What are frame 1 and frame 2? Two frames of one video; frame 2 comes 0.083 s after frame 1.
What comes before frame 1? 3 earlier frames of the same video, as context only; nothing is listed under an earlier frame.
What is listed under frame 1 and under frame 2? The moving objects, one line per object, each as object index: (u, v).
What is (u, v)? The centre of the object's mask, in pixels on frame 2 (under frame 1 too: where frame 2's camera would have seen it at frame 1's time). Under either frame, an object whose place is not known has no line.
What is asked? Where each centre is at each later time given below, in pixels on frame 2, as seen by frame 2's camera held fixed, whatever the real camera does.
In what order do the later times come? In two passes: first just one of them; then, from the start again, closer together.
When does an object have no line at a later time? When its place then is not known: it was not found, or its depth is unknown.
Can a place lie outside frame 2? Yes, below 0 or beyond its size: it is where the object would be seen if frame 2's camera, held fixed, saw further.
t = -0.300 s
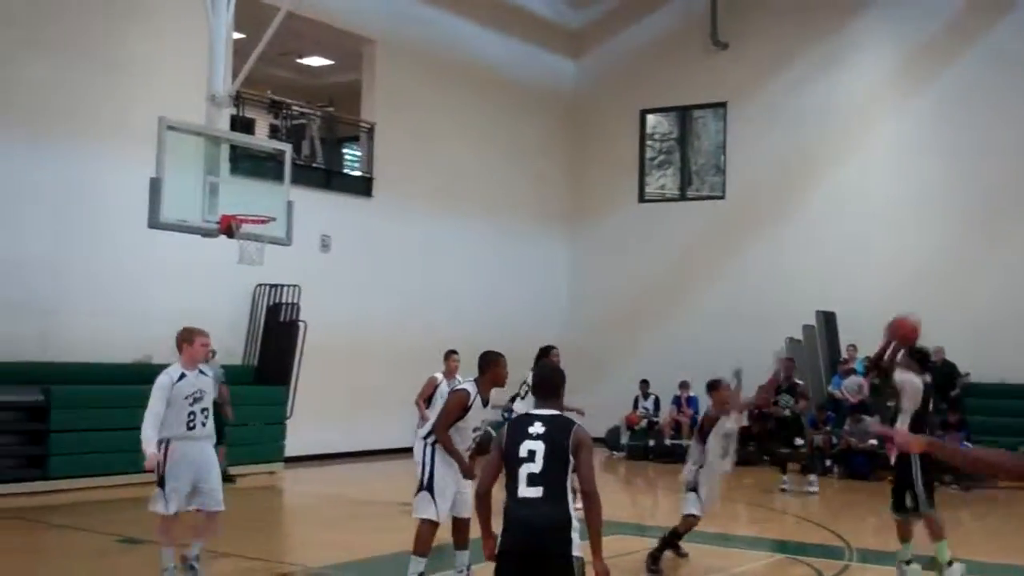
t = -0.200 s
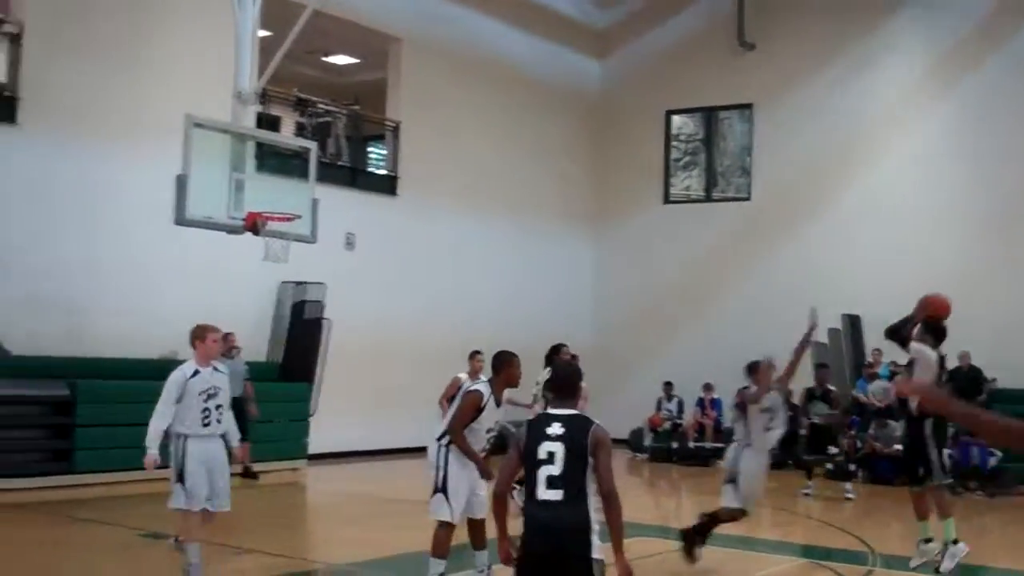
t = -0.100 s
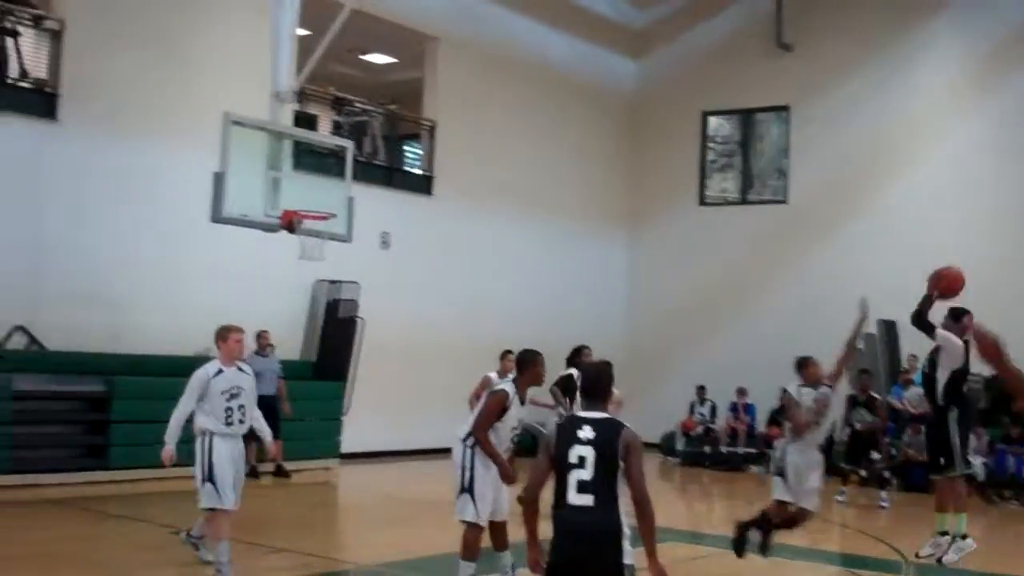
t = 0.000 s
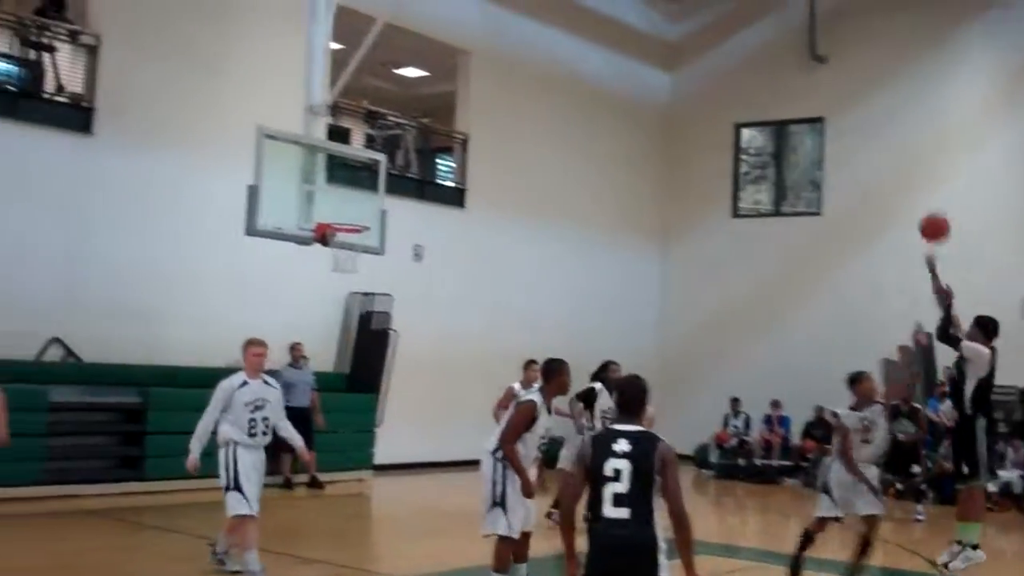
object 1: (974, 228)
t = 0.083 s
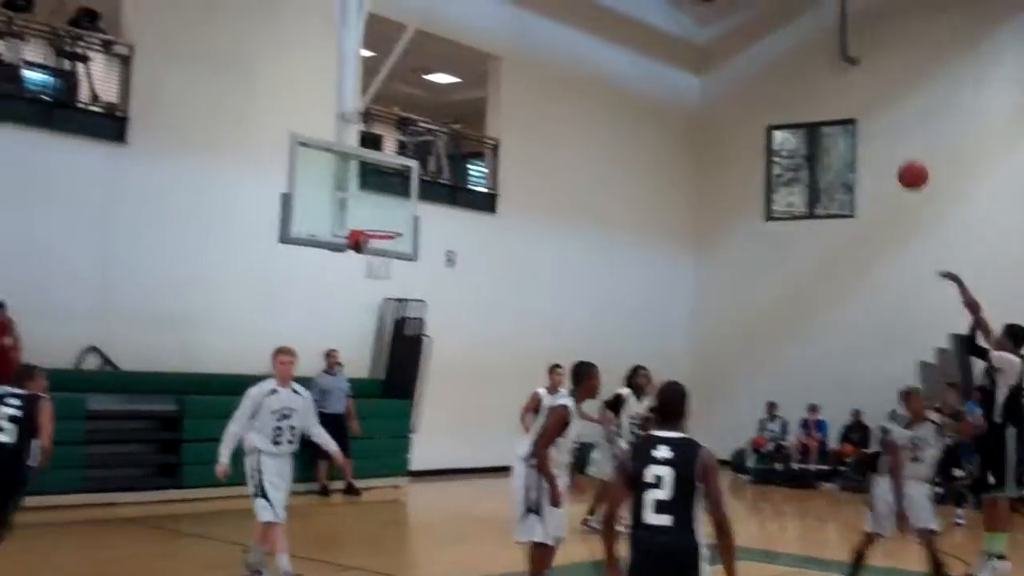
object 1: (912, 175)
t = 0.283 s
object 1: (786, 94)
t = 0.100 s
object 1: (901, 167)
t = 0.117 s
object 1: (890, 158)
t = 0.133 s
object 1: (879, 149)
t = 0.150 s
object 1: (868, 141)
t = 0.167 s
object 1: (857, 134)
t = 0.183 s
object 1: (847, 128)
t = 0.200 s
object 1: (837, 120)
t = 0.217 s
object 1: (826, 115)
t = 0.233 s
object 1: (816, 109)
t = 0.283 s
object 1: (786, 94)
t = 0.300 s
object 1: (777, 90)
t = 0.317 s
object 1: (767, 85)
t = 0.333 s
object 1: (758, 79)
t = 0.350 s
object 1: (750, 77)
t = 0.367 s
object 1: (740, 75)
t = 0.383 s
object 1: (730, 70)
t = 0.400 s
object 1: (721, 67)
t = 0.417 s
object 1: (712, 64)
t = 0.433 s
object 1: (704, 63)
